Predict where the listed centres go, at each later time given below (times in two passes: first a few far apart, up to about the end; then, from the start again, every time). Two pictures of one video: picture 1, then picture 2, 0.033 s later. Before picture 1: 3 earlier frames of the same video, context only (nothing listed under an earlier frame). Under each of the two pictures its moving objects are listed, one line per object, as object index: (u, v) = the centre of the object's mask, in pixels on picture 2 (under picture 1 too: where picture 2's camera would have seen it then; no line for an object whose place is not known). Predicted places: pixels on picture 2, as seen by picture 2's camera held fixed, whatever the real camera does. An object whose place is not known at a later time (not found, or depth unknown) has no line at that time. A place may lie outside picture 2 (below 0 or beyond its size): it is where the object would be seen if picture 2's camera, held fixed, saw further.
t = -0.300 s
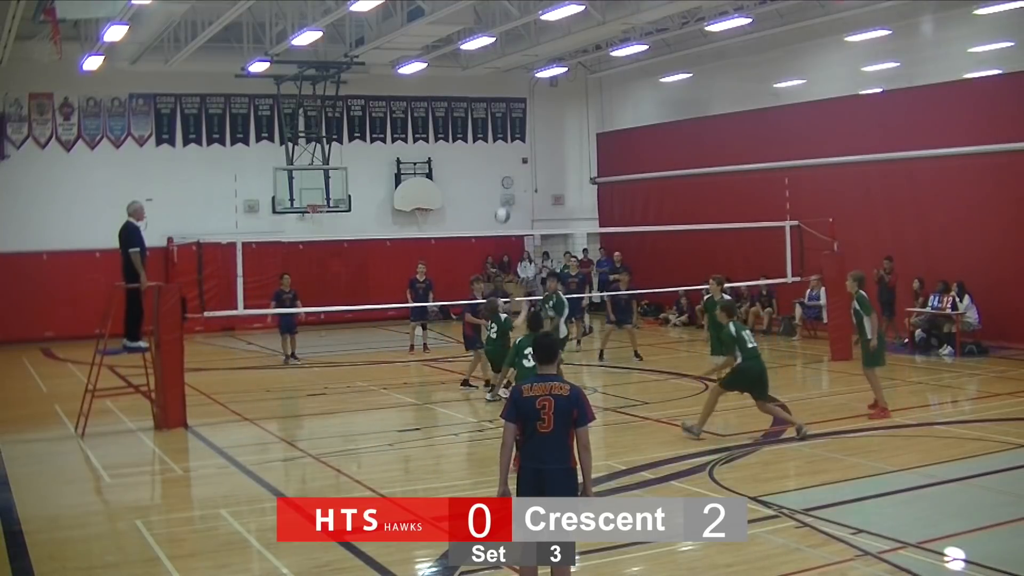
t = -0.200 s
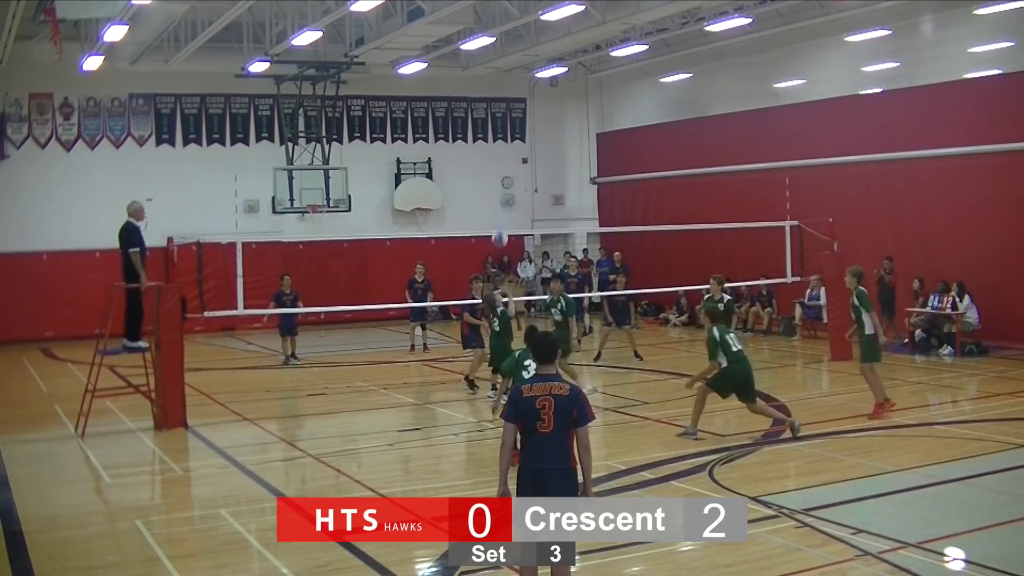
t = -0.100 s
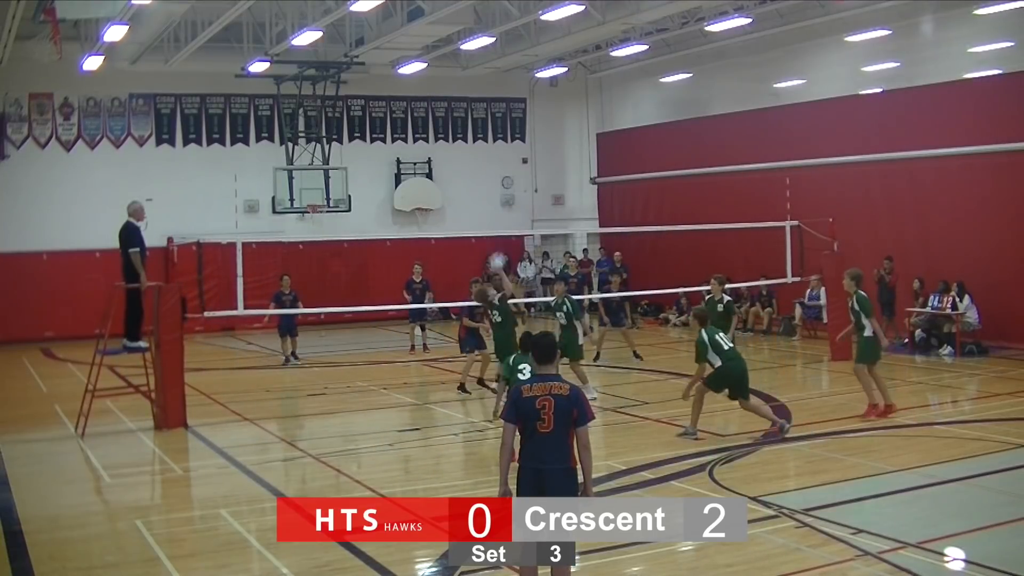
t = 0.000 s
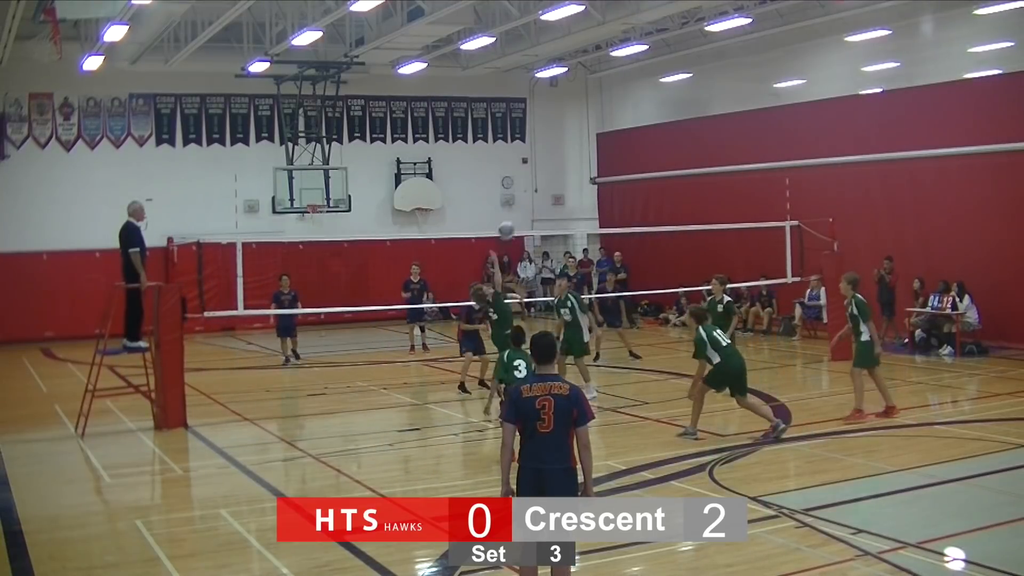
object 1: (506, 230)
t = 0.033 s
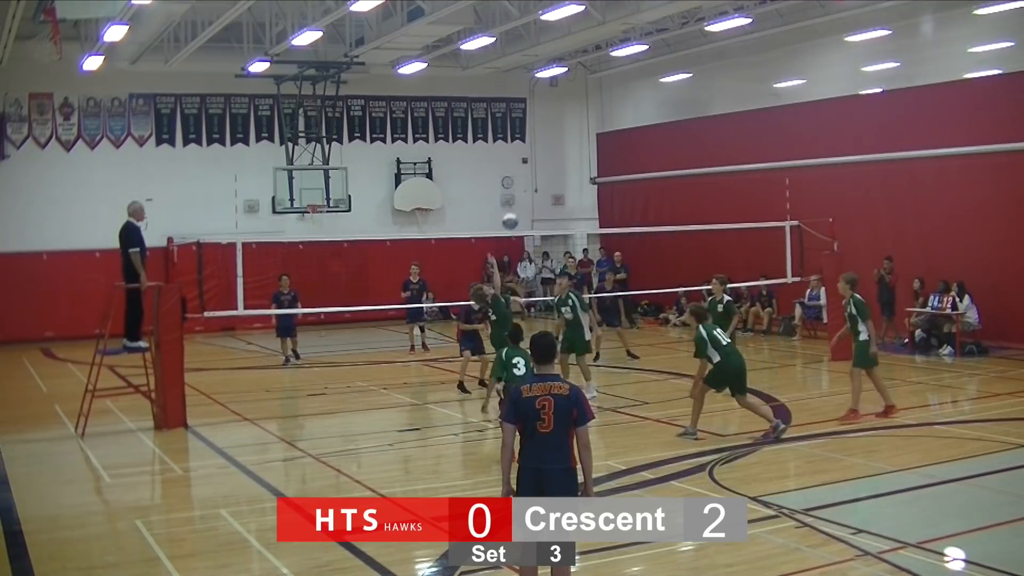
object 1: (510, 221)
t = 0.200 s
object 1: (530, 187)
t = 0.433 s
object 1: (559, 178)
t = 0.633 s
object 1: (585, 204)
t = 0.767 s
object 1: (604, 239)
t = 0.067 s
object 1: (514, 212)
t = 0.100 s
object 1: (518, 206)
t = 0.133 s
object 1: (523, 201)
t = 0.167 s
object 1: (526, 193)
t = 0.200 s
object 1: (530, 187)
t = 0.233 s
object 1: (534, 184)
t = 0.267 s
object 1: (538, 182)
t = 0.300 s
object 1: (542, 180)
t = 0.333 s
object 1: (546, 179)
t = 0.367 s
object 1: (551, 175)
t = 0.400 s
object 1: (555, 176)
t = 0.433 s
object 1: (559, 178)
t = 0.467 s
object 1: (563, 181)
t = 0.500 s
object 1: (568, 184)
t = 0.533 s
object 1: (573, 188)
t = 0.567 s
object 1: (576, 192)
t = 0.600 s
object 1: (580, 196)
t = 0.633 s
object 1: (585, 204)
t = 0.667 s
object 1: (590, 211)
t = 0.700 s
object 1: (595, 221)
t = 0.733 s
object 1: (599, 229)
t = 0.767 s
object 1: (604, 239)
